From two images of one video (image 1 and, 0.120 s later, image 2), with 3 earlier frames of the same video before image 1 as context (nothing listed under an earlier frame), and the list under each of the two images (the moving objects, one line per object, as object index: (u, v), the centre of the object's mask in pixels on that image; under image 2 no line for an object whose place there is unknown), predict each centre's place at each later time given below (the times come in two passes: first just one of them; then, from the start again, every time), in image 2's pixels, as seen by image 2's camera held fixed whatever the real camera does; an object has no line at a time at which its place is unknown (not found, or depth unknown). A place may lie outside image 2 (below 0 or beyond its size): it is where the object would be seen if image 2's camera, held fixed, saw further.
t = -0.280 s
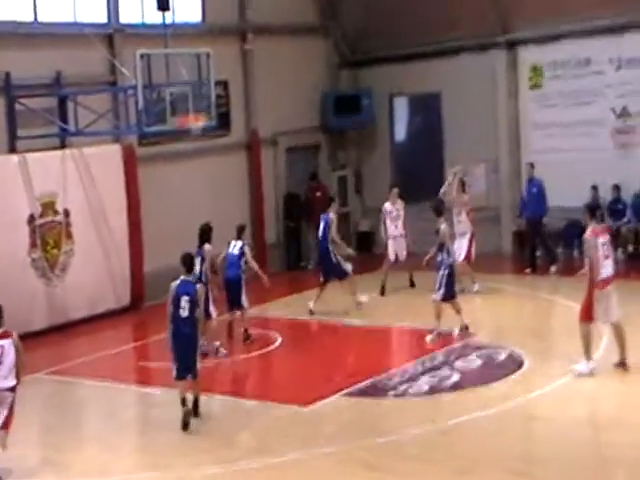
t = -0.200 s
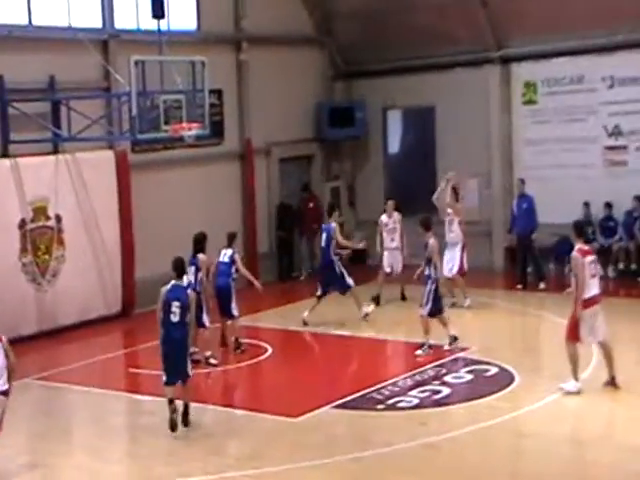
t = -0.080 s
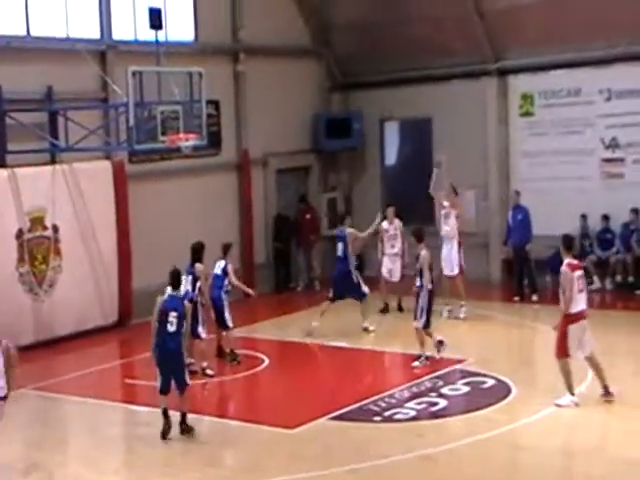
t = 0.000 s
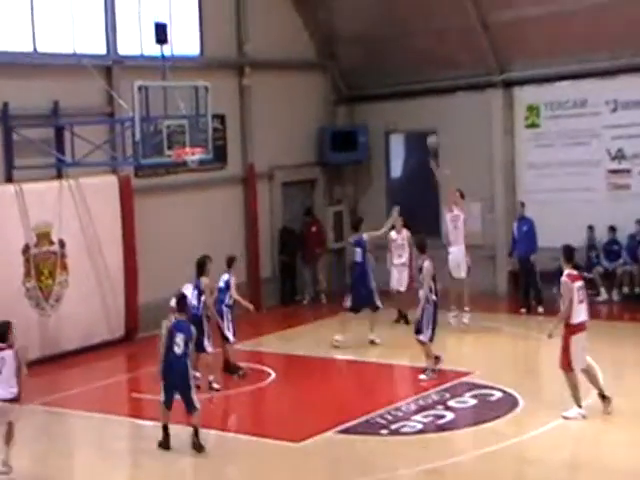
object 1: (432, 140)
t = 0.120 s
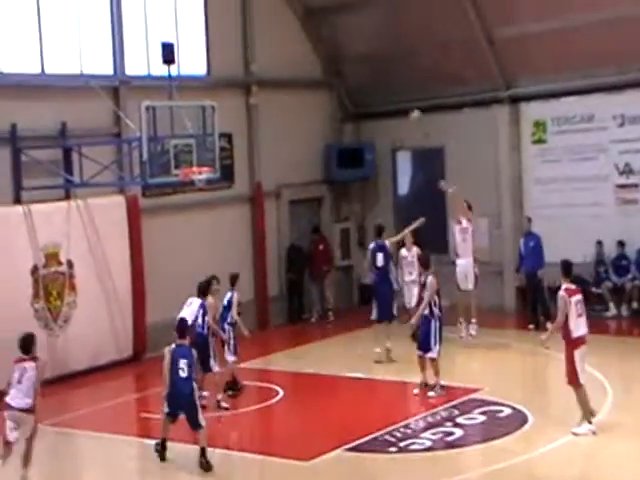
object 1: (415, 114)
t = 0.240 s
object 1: (391, 83)
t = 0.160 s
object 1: (407, 105)
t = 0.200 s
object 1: (399, 92)
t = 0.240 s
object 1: (391, 83)
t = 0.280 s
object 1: (384, 73)
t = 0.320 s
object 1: (376, 66)
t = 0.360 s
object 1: (368, 59)
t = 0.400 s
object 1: (361, 53)
